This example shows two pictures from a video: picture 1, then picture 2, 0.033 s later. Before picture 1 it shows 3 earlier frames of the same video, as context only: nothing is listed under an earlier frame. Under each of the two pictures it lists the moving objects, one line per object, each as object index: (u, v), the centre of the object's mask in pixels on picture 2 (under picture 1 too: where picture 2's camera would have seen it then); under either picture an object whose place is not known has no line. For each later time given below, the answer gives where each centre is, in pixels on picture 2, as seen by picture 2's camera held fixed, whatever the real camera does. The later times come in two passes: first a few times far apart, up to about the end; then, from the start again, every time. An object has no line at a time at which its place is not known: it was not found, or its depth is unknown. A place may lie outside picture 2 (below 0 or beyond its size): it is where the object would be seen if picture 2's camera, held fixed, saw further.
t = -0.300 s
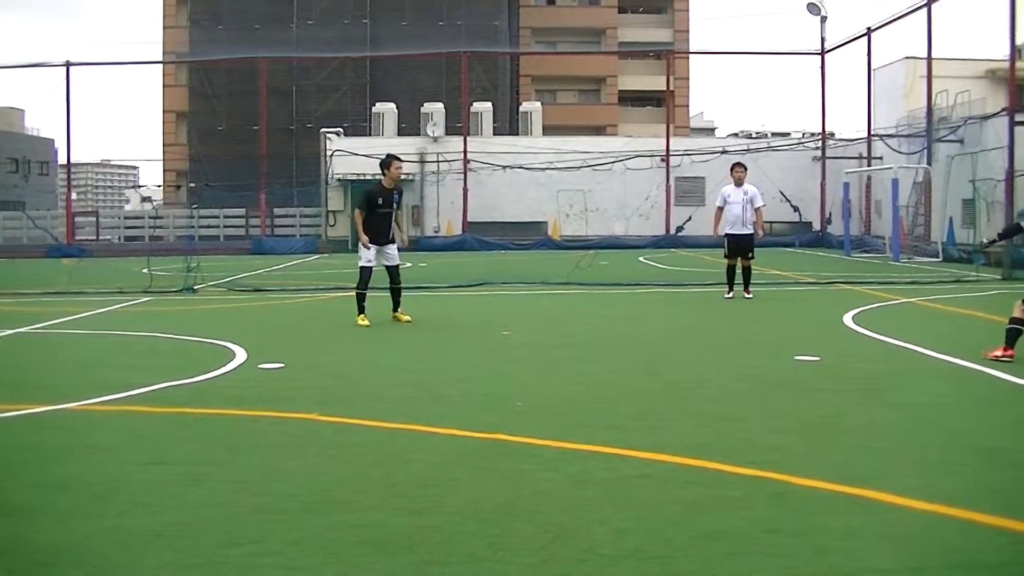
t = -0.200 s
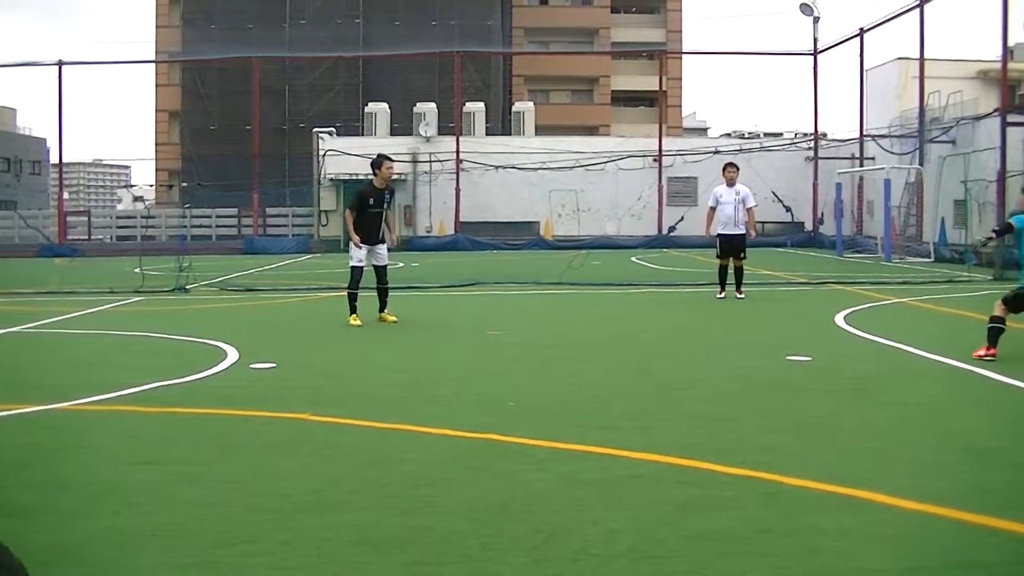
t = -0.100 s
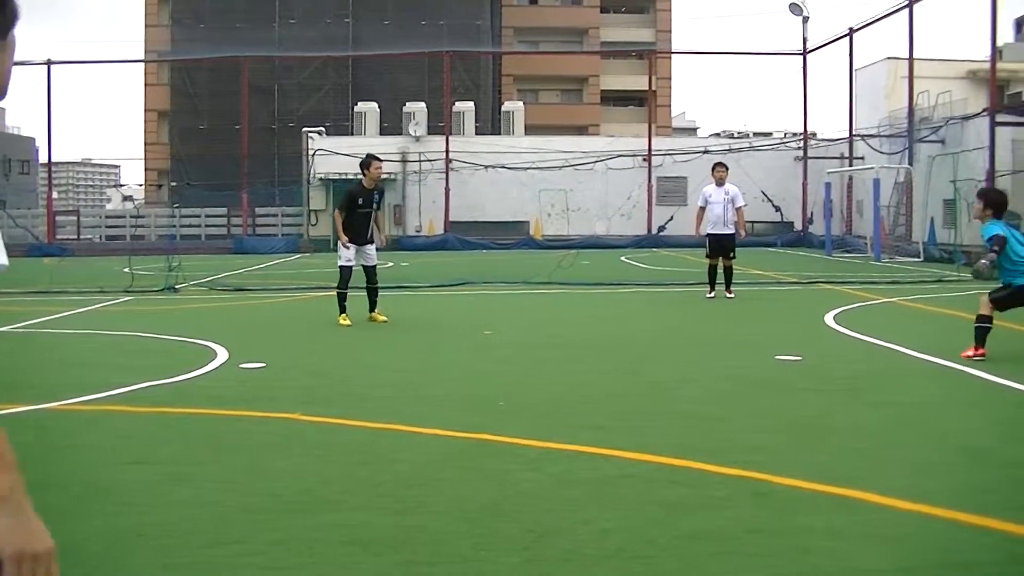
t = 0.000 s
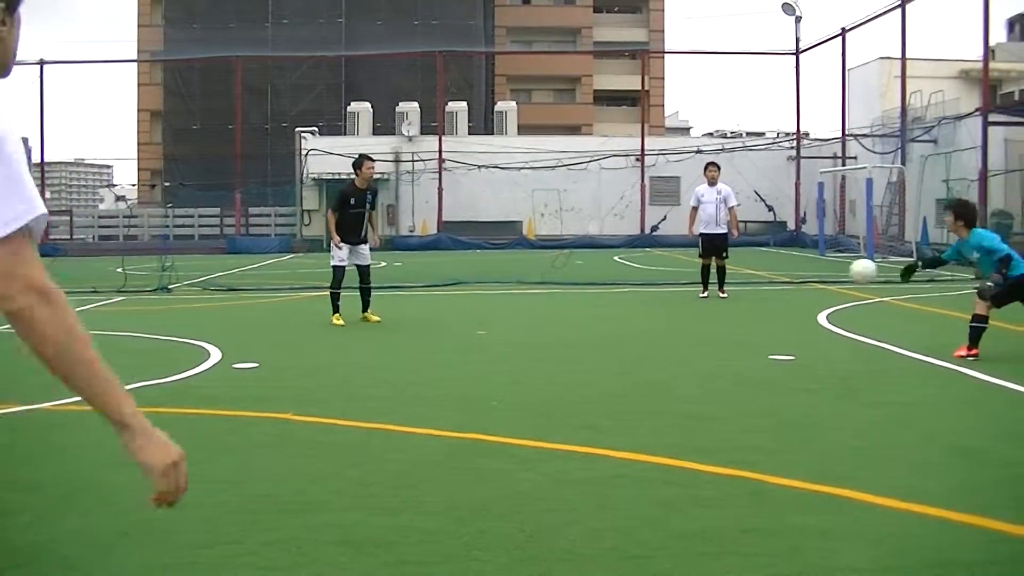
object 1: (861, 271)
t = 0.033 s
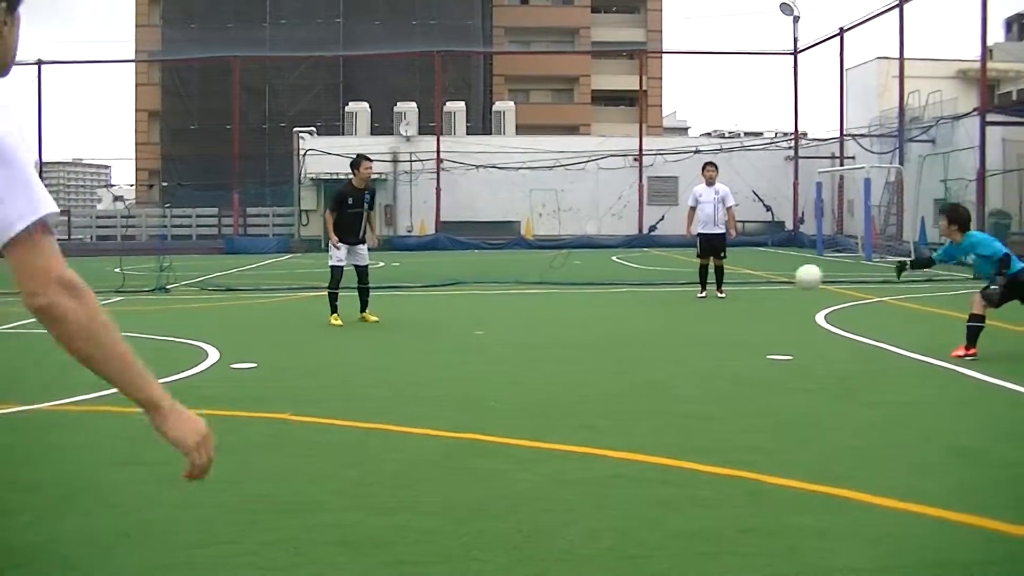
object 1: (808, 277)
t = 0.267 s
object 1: (450, 332)
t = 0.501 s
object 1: (183, 321)
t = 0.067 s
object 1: (755, 283)
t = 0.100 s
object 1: (702, 292)
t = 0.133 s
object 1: (648, 303)
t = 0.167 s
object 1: (595, 313)
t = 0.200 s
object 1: (543, 326)
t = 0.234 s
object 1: (491, 341)
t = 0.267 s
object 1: (450, 332)
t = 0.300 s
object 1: (409, 327)
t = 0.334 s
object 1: (369, 322)
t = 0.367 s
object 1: (330, 319)
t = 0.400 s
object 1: (291, 317)
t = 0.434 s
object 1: (254, 317)
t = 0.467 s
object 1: (218, 318)
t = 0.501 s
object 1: (183, 321)
